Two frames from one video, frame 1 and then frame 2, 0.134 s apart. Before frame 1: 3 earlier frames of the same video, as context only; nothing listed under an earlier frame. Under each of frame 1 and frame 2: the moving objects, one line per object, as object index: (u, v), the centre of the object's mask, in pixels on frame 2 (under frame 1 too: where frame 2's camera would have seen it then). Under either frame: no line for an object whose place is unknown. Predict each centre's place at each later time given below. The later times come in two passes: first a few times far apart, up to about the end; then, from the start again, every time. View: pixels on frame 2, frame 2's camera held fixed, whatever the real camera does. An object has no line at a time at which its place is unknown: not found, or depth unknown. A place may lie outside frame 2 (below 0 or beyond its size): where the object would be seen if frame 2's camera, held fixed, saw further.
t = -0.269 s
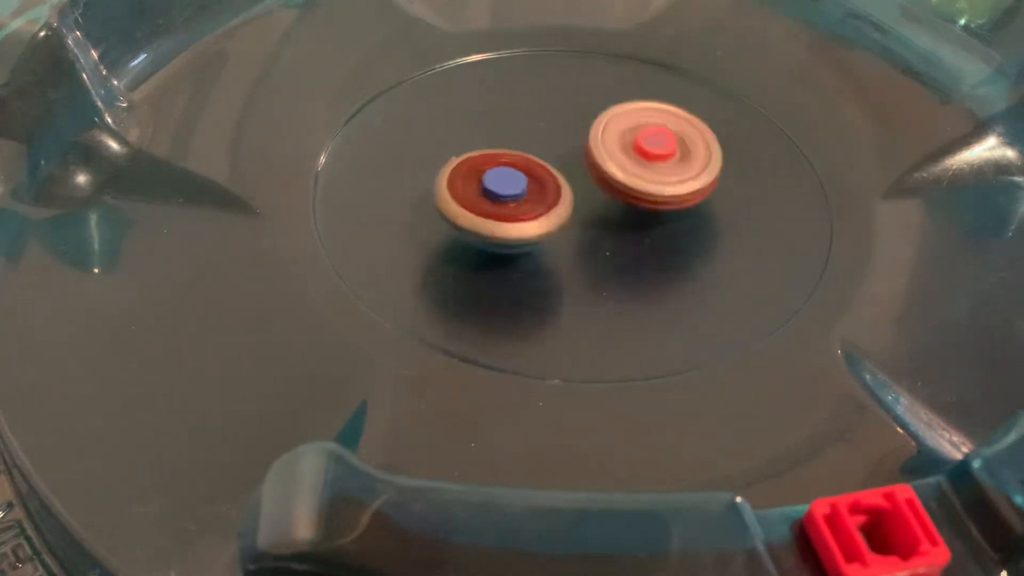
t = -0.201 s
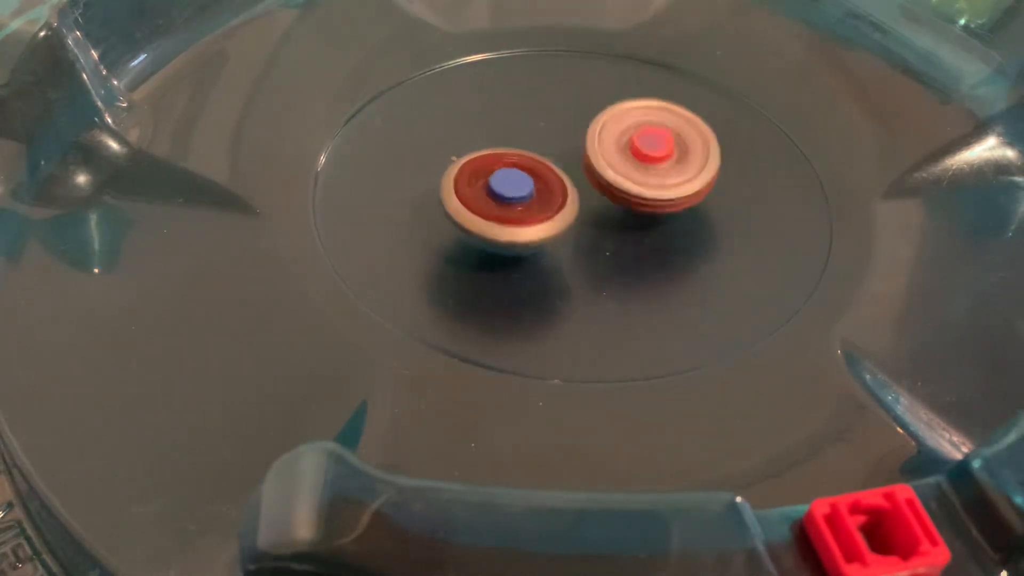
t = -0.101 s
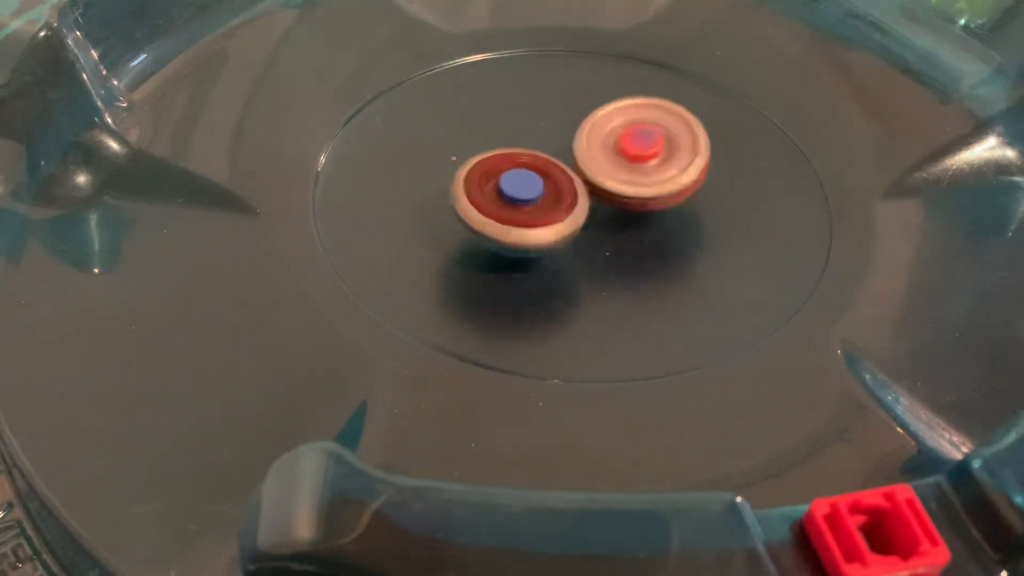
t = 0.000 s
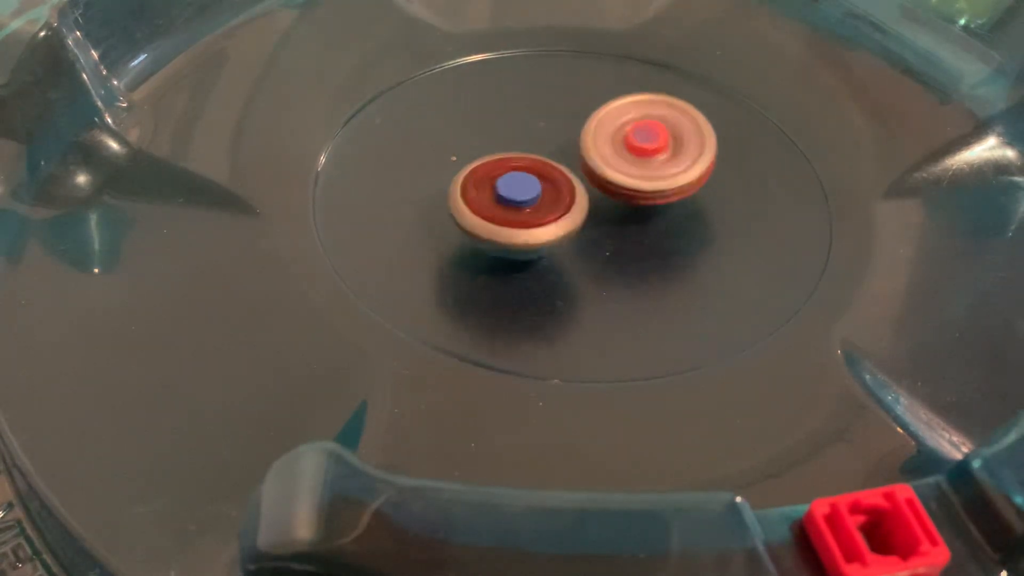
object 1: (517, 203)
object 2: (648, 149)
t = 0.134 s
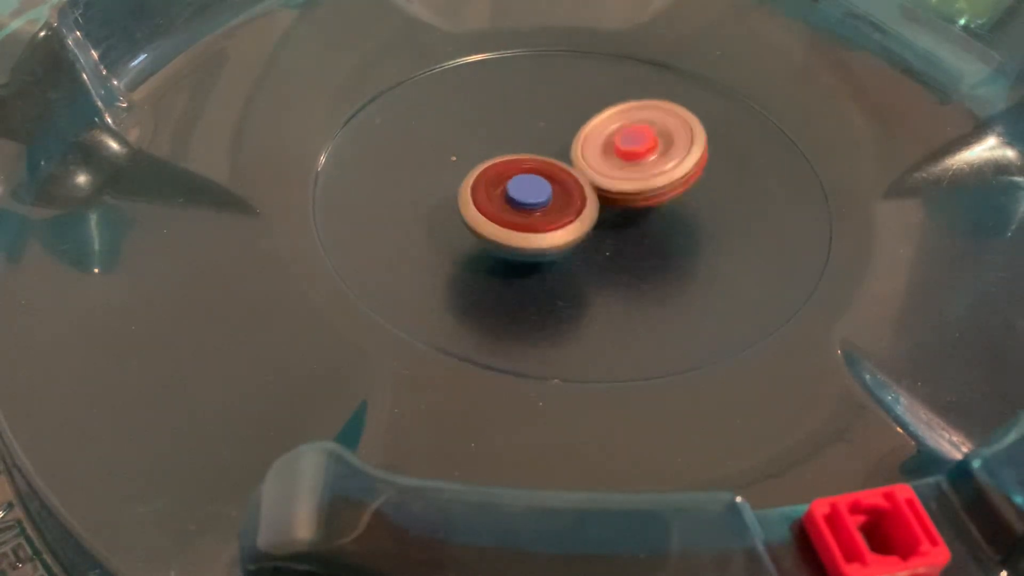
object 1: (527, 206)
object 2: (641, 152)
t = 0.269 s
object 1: (512, 213)
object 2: (652, 144)
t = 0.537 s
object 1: (521, 214)
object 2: (627, 147)
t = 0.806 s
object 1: (537, 212)
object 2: (629, 128)
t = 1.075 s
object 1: (571, 213)
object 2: (616, 126)
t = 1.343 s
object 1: (566, 245)
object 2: (621, 117)
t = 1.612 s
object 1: (560, 240)
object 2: (602, 124)
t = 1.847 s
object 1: (565, 220)
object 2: (591, 121)
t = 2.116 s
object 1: (590, 210)
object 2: (578, 117)
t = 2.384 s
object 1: (617, 216)
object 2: (568, 124)
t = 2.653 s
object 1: (624, 214)
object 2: (565, 126)
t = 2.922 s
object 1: (628, 246)
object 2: (558, 106)
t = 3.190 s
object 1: (611, 231)
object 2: (536, 122)
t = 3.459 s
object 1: (632, 213)
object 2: (532, 114)
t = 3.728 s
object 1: (689, 197)
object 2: (558, 136)
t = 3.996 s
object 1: (728, 207)
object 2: (542, 167)
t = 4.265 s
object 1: (681, 204)
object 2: (535, 162)
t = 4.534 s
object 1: (670, 193)
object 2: (558, 119)
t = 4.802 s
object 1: (656, 208)
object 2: (625, 120)
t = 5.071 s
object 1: (540, 226)
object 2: (676, 133)
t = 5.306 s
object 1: (461, 187)
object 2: (641, 134)
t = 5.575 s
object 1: (505, 135)
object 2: (618, 119)
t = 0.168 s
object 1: (526, 206)
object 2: (642, 151)
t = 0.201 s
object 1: (514, 211)
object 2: (648, 146)
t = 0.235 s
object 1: (512, 212)
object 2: (653, 144)
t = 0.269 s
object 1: (512, 213)
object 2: (652, 144)
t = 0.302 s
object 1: (512, 214)
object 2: (652, 145)
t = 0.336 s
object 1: (513, 214)
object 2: (647, 147)
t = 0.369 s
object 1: (514, 216)
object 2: (644, 147)
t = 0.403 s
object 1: (515, 216)
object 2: (639, 147)
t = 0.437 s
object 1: (515, 216)
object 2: (637, 147)
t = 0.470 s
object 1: (517, 216)
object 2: (632, 147)
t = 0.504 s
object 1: (519, 215)
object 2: (631, 146)
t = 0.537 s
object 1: (521, 214)
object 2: (627, 147)
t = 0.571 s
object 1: (526, 213)
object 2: (625, 147)
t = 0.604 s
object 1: (529, 211)
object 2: (622, 147)
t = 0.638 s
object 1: (533, 211)
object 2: (620, 147)
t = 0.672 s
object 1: (532, 212)
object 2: (623, 144)
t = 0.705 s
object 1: (528, 213)
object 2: (628, 137)
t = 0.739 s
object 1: (530, 212)
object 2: (629, 133)
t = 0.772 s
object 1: (533, 212)
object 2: (629, 130)
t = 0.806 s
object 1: (537, 212)
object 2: (629, 128)
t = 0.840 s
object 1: (541, 212)
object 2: (629, 127)
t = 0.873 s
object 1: (545, 212)
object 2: (630, 127)
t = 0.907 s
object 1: (550, 211)
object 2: (629, 128)
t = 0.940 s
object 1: (554, 211)
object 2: (629, 128)
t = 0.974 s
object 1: (559, 212)
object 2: (625, 128)
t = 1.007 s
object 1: (564, 211)
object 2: (622, 128)
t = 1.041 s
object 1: (569, 211)
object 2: (618, 126)
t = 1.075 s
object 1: (571, 213)
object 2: (616, 126)
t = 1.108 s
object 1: (573, 216)
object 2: (617, 127)
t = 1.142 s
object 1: (576, 217)
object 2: (615, 127)
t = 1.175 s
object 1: (575, 220)
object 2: (616, 127)
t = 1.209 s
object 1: (570, 230)
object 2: (617, 120)
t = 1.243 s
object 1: (567, 236)
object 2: (619, 116)
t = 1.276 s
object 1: (568, 239)
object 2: (620, 115)
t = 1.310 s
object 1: (568, 242)
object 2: (622, 115)
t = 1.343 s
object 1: (566, 245)
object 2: (621, 117)
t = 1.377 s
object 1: (566, 246)
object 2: (618, 120)
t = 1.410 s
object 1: (565, 247)
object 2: (616, 121)
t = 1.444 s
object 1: (563, 248)
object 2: (612, 122)
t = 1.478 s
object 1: (562, 247)
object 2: (611, 123)
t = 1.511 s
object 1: (561, 246)
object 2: (609, 123)
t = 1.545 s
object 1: (560, 244)
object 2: (606, 123)
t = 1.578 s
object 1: (559, 243)
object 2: (605, 123)
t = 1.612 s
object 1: (560, 240)
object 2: (602, 124)
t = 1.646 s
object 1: (559, 237)
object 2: (602, 125)
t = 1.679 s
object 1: (561, 234)
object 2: (600, 125)
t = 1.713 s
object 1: (562, 230)
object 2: (598, 125)
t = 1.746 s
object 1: (564, 226)
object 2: (596, 127)
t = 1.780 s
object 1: (566, 222)
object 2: (592, 127)
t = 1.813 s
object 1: (568, 218)
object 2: (592, 125)
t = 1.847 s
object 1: (565, 220)
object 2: (591, 121)
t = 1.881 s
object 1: (567, 223)
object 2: (593, 116)
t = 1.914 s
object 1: (569, 220)
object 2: (594, 115)
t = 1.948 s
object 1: (571, 217)
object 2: (592, 115)
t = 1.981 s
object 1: (575, 215)
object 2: (591, 115)
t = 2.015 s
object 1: (579, 214)
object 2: (588, 115)
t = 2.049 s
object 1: (582, 213)
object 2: (585, 115)
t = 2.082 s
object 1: (587, 211)
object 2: (583, 115)
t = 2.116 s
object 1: (590, 210)
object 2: (578, 117)
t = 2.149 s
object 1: (594, 213)
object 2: (576, 118)
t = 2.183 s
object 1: (598, 215)
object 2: (576, 117)
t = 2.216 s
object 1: (602, 215)
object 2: (576, 117)
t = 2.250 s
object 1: (606, 215)
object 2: (575, 118)
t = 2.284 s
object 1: (609, 216)
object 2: (573, 120)
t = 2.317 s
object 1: (612, 216)
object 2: (570, 122)
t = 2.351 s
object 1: (615, 216)
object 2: (570, 123)
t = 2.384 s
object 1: (617, 216)
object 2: (568, 124)
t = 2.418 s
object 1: (618, 216)
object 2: (569, 125)
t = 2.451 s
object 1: (620, 215)
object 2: (569, 125)
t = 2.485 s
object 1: (620, 215)
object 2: (567, 125)
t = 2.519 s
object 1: (622, 214)
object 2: (567, 125)
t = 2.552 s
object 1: (622, 214)
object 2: (565, 126)
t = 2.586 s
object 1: (623, 215)
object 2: (563, 126)
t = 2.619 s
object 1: (622, 215)
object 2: (564, 125)
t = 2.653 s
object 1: (624, 214)
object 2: (565, 126)
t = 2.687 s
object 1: (624, 214)
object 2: (562, 128)
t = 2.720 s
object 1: (626, 217)
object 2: (560, 125)
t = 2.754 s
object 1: (629, 232)
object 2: (556, 119)
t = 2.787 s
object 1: (628, 239)
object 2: (557, 112)
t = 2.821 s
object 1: (628, 241)
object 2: (556, 108)
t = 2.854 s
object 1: (629, 243)
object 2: (556, 106)
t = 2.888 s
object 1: (629, 244)
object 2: (557, 105)
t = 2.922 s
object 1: (628, 246)
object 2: (558, 106)
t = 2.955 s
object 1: (627, 245)
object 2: (556, 108)
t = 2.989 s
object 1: (624, 245)
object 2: (552, 111)
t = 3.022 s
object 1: (623, 244)
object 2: (551, 113)
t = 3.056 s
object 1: (620, 243)
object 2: (548, 117)
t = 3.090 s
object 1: (617, 241)
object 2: (544, 119)
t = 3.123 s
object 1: (614, 238)
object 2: (542, 121)
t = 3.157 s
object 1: (612, 235)
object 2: (540, 122)
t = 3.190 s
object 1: (611, 231)
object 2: (536, 122)
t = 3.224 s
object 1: (609, 227)
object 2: (535, 122)
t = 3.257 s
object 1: (608, 223)
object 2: (535, 122)
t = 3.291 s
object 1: (608, 218)
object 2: (535, 123)
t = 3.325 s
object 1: (609, 213)
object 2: (538, 122)
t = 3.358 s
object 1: (610, 209)
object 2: (540, 120)
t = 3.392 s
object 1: (612, 204)
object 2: (539, 122)
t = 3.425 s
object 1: (623, 209)
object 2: (535, 119)
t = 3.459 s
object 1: (632, 213)
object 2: (532, 114)
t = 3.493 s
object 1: (639, 213)
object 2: (532, 114)
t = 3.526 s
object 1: (644, 208)
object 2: (532, 115)
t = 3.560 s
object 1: (649, 204)
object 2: (534, 119)
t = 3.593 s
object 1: (653, 200)
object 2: (540, 122)
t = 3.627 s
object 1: (658, 196)
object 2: (545, 126)
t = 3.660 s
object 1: (663, 193)
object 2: (552, 131)
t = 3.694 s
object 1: (673, 193)
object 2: (557, 135)
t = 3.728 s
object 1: (689, 197)
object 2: (558, 136)
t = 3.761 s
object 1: (701, 200)
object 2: (557, 137)
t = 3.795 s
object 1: (708, 200)
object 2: (557, 139)
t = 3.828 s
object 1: (714, 201)
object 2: (555, 142)
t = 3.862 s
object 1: (718, 200)
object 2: (553, 146)
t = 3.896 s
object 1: (724, 200)
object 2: (550, 153)
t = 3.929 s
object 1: (727, 203)
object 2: (547, 158)
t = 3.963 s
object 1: (728, 205)
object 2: (545, 163)
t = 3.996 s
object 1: (728, 207)
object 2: (542, 167)
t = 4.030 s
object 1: (725, 209)
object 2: (531, 174)
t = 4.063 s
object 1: (721, 211)
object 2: (526, 175)
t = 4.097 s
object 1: (716, 211)
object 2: (524, 175)
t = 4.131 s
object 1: (710, 212)
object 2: (525, 175)
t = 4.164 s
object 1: (704, 211)
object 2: (528, 173)
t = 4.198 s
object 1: (697, 210)
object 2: (530, 167)
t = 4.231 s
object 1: (691, 208)
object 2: (533, 165)
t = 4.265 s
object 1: (681, 204)
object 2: (535, 162)
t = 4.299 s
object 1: (670, 198)
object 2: (536, 162)
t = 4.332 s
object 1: (663, 190)
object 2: (535, 160)
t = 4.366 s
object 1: (658, 190)
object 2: (536, 156)
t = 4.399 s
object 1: (666, 192)
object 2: (535, 142)
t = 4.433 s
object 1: (672, 196)
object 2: (536, 132)
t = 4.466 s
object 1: (671, 198)
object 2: (539, 124)
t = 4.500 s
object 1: (668, 194)
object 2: (548, 120)
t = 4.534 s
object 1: (670, 193)
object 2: (558, 119)
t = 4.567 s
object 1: (673, 191)
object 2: (566, 119)
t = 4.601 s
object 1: (670, 192)
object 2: (573, 120)
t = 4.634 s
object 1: (670, 192)
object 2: (581, 119)
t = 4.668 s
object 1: (670, 194)
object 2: (588, 120)
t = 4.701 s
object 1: (665, 200)
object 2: (598, 118)
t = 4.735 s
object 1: (660, 205)
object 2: (608, 116)
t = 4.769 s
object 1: (657, 206)
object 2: (617, 118)
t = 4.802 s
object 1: (656, 208)
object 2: (625, 120)
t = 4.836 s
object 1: (652, 210)
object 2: (633, 122)
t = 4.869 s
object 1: (643, 213)
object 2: (643, 124)
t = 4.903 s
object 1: (627, 218)
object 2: (654, 127)
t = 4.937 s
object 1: (609, 223)
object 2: (663, 131)
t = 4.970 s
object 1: (595, 226)
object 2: (670, 133)
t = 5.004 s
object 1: (576, 226)
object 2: (673, 134)
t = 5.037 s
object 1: (556, 226)
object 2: (675, 133)
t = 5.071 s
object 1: (540, 226)
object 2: (676, 133)
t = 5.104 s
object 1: (522, 223)
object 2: (675, 133)
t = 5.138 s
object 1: (505, 219)
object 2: (673, 133)
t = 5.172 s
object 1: (492, 215)
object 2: (669, 134)
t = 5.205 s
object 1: (480, 208)
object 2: (664, 135)
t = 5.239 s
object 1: (470, 201)
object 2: (657, 136)
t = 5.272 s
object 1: (464, 196)
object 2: (650, 136)
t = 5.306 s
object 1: (461, 187)
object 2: (641, 134)
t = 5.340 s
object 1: (460, 179)
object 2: (633, 133)
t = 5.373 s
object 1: (458, 173)
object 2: (625, 130)
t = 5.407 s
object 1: (466, 165)
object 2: (619, 127)
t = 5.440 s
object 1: (469, 159)
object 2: (615, 123)
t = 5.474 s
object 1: (476, 151)
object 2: (615, 121)
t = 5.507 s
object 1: (486, 146)
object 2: (615, 119)
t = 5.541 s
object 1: (497, 139)
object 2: (616, 119)
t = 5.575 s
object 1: (505, 135)
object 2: (618, 119)
